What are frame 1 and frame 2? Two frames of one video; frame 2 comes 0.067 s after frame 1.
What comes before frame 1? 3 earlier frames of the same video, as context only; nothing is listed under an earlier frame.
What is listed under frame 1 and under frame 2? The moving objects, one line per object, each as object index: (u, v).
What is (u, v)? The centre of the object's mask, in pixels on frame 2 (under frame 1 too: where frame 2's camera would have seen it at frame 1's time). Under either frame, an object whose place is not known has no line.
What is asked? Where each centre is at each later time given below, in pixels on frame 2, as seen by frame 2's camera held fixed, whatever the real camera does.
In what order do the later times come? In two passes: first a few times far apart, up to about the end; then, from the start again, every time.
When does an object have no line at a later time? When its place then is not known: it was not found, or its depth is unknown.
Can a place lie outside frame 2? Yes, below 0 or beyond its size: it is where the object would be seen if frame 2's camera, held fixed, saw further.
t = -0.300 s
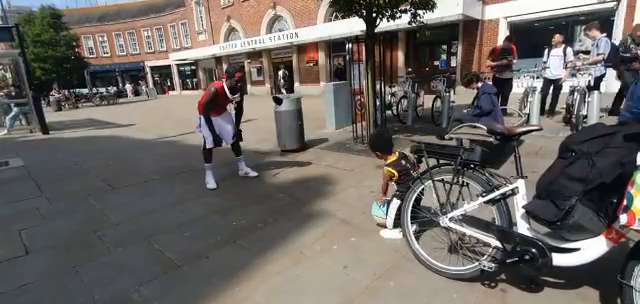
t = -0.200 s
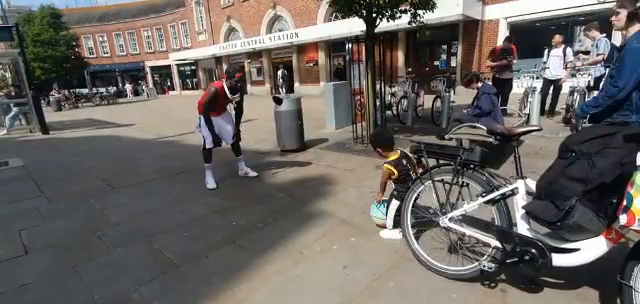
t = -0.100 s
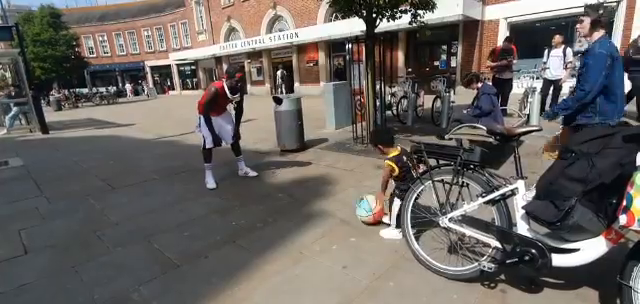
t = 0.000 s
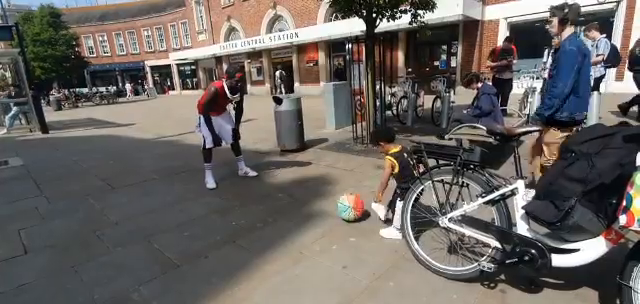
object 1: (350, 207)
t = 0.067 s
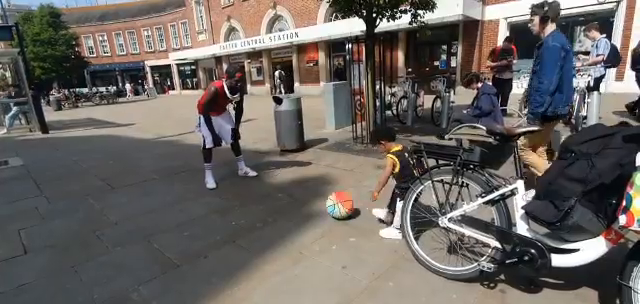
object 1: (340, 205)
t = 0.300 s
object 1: (307, 201)
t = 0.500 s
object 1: (283, 198)
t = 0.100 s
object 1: (334, 204)
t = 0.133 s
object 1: (330, 205)
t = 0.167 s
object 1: (325, 204)
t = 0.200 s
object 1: (320, 202)
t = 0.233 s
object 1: (315, 202)
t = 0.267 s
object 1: (311, 202)
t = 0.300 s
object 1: (307, 201)
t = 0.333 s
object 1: (302, 200)
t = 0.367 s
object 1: (298, 200)
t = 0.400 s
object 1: (294, 199)
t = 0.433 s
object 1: (290, 199)
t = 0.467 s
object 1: (286, 198)
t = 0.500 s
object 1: (283, 198)
